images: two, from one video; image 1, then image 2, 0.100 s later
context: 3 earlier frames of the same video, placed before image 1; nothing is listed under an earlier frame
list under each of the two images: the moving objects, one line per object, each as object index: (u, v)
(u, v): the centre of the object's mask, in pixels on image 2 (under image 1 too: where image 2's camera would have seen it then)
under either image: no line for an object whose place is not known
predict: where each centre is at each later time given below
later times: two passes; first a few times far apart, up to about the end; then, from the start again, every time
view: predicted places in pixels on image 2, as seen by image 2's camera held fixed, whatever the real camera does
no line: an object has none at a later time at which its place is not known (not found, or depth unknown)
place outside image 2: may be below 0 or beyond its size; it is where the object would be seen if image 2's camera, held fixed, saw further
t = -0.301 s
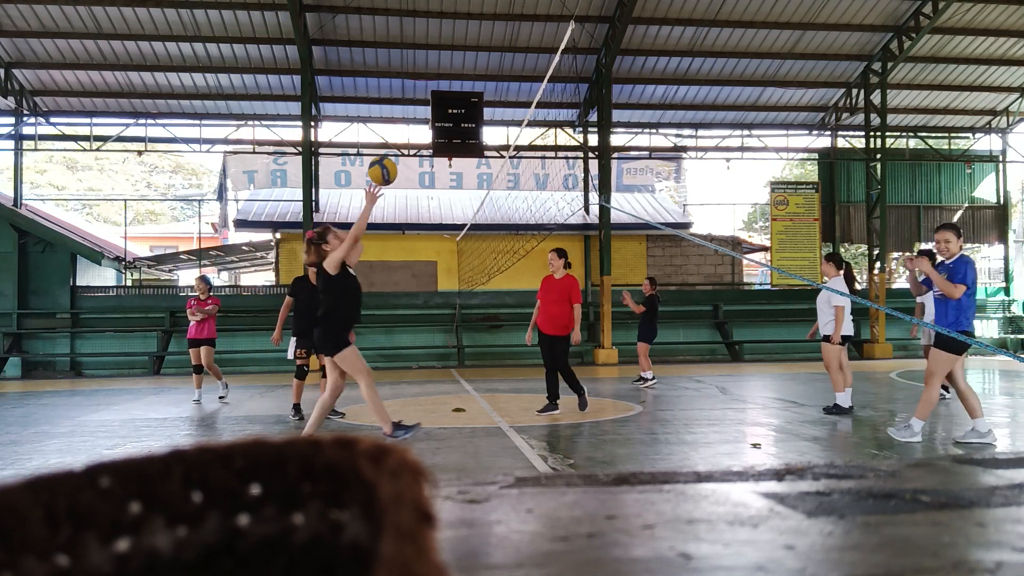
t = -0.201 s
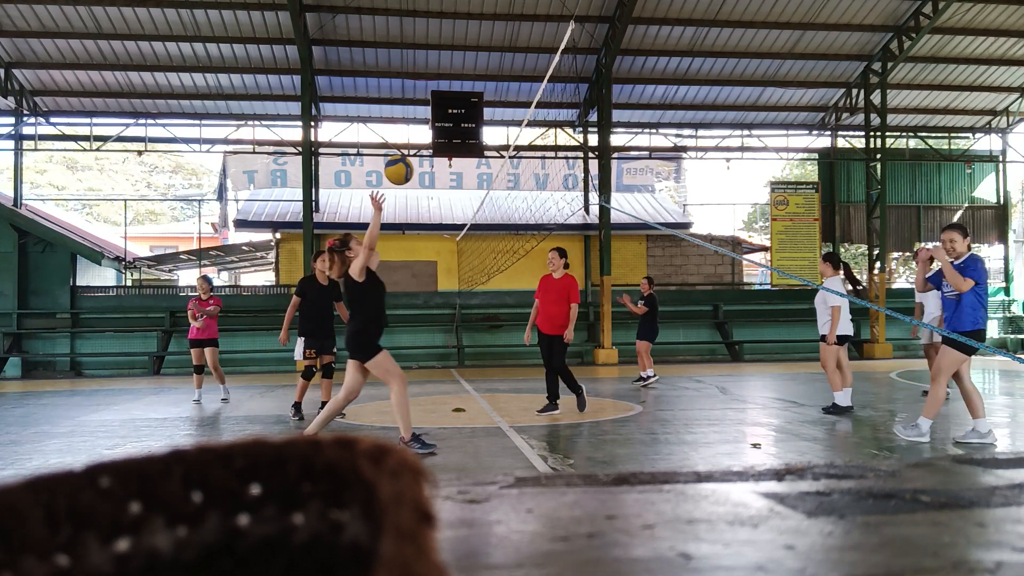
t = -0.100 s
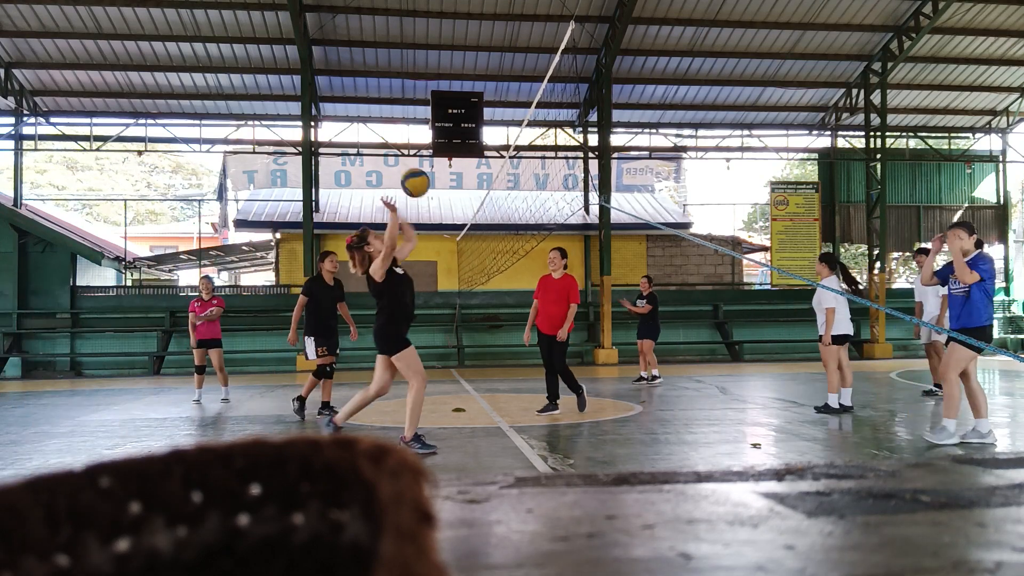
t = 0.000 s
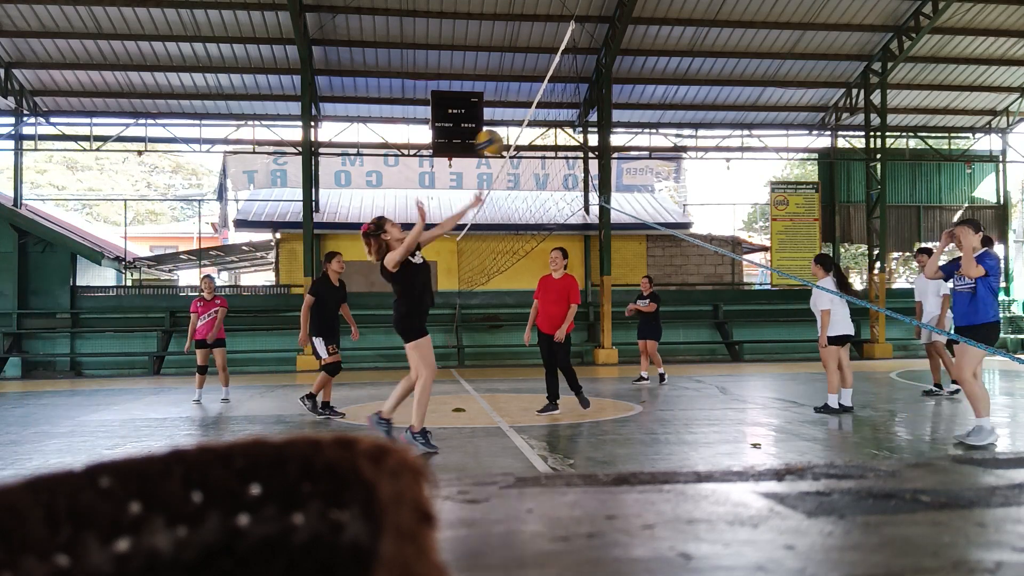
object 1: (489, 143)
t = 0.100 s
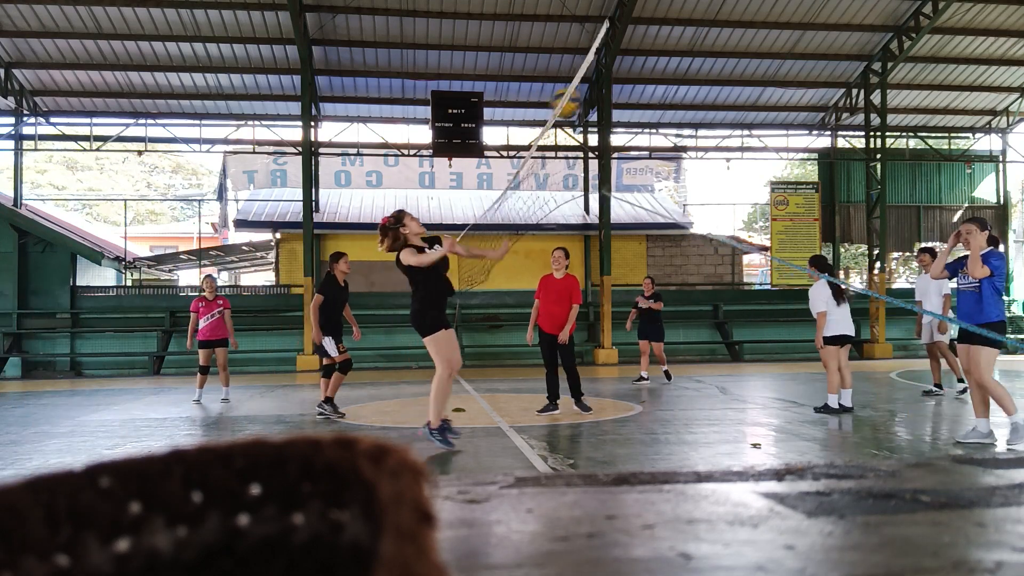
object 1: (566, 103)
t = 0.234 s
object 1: (651, 80)
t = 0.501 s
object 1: (821, 104)
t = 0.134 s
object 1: (588, 94)
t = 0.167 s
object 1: (607, 88)
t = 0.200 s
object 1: (629, 83)
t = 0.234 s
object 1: (651, 80)
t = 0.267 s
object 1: (672, 77)
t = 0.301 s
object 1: (693, 76)
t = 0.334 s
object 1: (715, 77)
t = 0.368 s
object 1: (735, 79)
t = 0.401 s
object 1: (757, 83)
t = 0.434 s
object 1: (778, 88)
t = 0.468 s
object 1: (802, 95)
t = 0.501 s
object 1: (821, 104)
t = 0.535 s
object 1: (843, 114)
